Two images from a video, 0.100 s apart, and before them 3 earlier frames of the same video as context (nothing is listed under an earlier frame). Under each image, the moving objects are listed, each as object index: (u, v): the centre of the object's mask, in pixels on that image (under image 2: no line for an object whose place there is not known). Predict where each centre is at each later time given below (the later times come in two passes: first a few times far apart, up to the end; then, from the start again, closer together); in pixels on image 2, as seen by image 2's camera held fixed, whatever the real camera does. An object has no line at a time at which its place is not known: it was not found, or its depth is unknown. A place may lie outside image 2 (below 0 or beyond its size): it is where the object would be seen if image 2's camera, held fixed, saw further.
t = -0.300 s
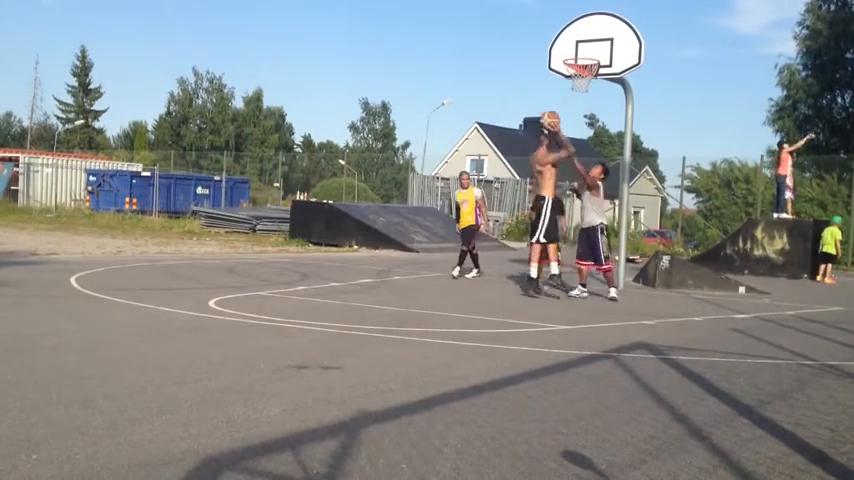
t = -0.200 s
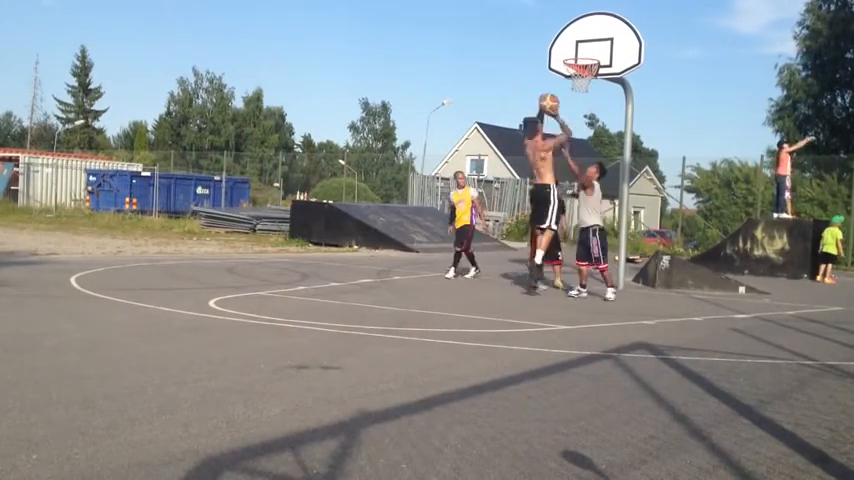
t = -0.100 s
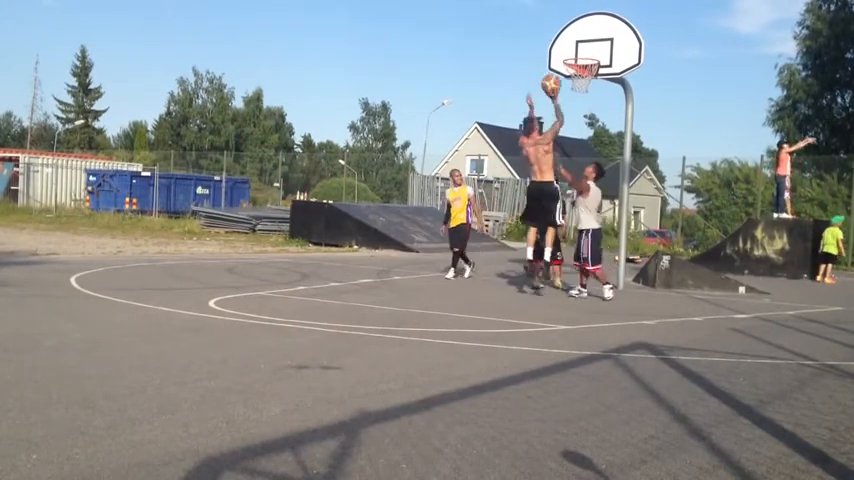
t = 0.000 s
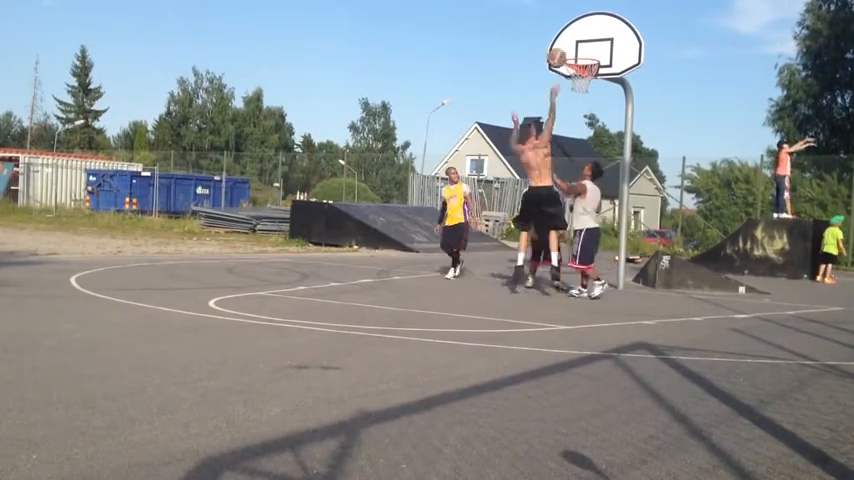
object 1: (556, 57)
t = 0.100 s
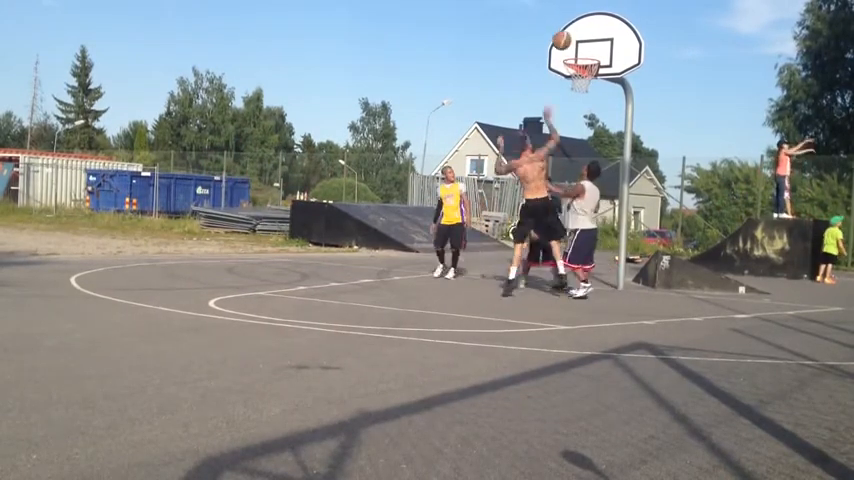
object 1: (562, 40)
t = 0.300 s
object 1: (569, 29)
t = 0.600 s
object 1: (584, 53)
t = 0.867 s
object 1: (616, 55)
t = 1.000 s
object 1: (632, 76)
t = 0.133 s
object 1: (563, 36)
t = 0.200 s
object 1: (566, 31)
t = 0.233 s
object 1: (567, 29)
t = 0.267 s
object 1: (568, 29)
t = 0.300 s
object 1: (569, 29)
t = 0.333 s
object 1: (571, 30)
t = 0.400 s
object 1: (573, 35)
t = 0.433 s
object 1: (574, 39)
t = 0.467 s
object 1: (575, 44)
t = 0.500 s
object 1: (576, 49)
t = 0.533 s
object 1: (576, 56)
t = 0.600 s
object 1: (584, 53)
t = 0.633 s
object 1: (587, 51)
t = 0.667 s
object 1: (592, 50)
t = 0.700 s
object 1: (596, 49)
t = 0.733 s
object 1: (600, 49)
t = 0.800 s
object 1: (608, 50)
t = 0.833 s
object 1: (612, 52)
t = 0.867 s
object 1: (616, 55)
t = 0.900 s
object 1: (620, 59)
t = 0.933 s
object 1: (623, 64)
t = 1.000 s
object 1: (632, 76)
